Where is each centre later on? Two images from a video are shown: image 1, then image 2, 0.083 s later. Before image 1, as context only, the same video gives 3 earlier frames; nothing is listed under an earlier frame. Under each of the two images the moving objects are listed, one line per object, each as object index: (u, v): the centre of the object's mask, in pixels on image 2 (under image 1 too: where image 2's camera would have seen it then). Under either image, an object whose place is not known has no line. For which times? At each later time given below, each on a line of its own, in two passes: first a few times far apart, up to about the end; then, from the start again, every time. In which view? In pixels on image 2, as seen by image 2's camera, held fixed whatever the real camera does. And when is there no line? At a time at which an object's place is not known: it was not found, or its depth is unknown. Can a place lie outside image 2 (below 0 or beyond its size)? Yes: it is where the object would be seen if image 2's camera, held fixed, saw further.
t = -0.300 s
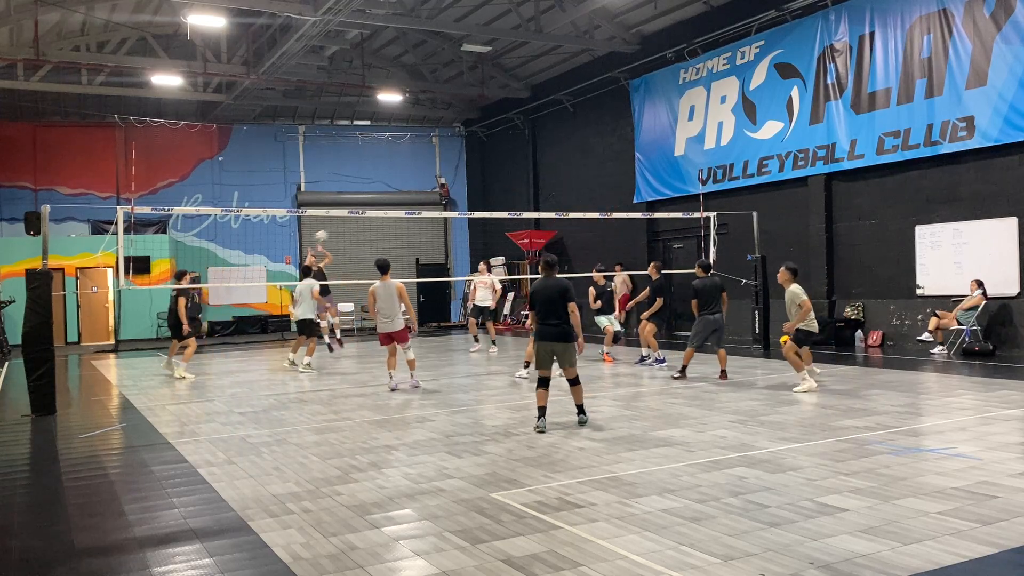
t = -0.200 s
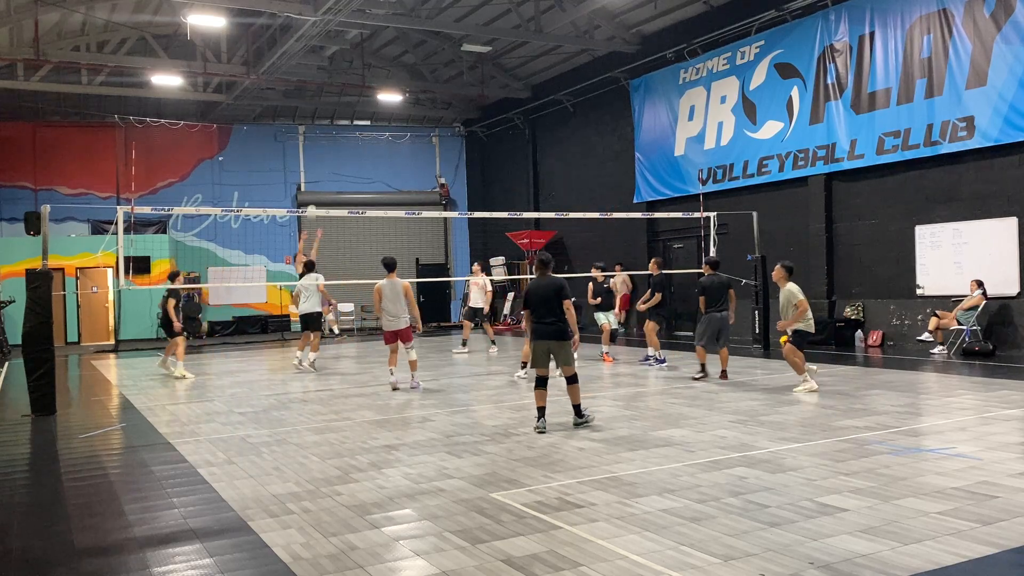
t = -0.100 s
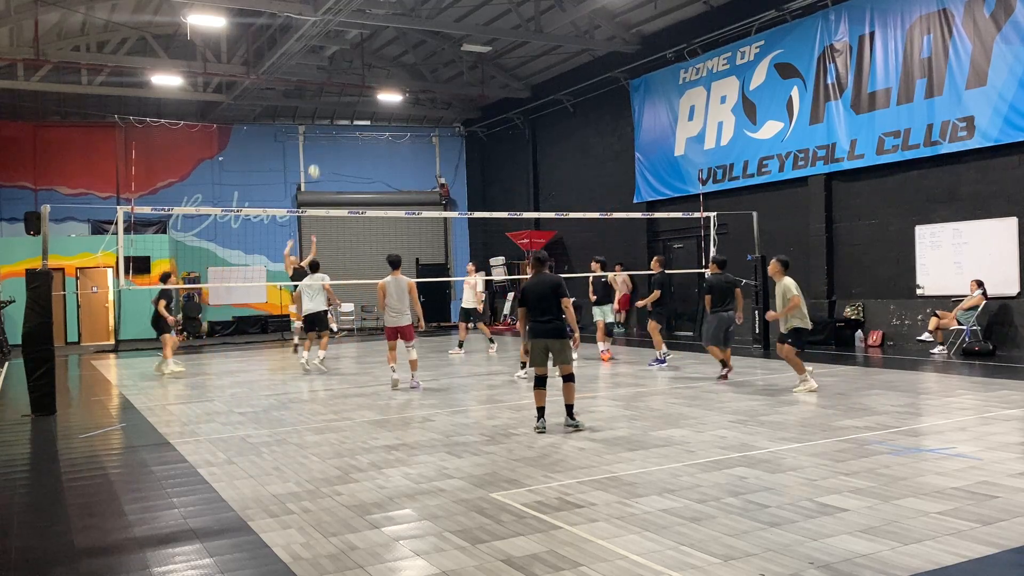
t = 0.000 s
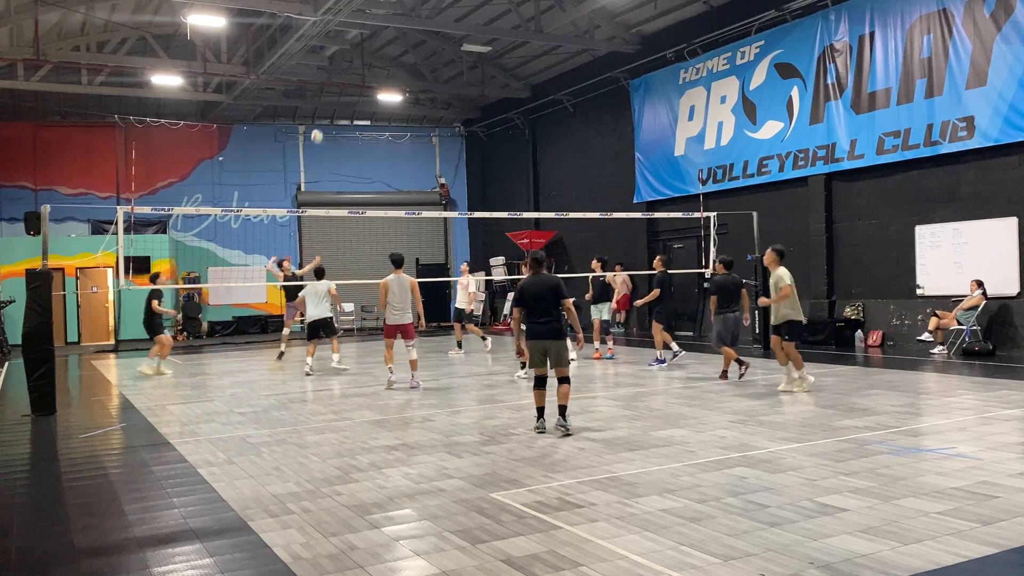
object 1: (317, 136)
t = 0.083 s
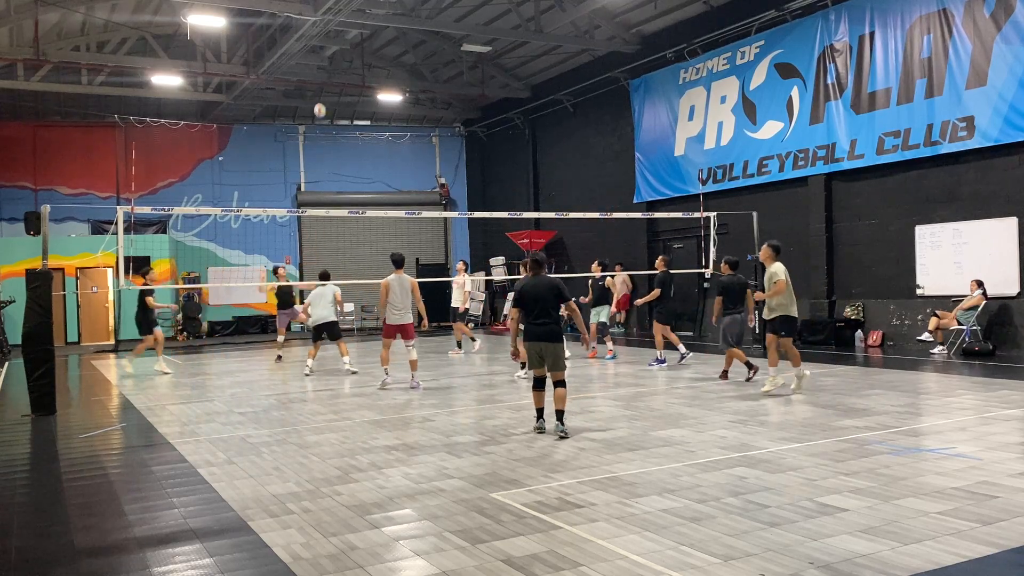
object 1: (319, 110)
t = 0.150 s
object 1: (322, 92)
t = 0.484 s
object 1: (336, 34)
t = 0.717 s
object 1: (349, 30)
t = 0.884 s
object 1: (358, 45)
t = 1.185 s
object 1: (380, 119)
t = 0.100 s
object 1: (320, 105)
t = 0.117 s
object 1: (321, 101)
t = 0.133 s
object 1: (321, 96)
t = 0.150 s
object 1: (322, 92)
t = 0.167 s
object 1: (323, 88)
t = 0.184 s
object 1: (323, 83)
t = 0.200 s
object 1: (324, 78)
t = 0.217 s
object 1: (324, 76)
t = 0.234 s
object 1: (325, 72)
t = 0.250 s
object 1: (326, 69)
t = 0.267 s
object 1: (327, 65)
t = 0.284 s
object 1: (327, 62)
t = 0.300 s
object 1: (328, 59)
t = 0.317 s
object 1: (329, 56)
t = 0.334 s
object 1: (329, 53)
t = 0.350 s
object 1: (330, 50)
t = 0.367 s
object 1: (331, 48)
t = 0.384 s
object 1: (332, 45)
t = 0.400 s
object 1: (332, 43)
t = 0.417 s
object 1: (333, 41)
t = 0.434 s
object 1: (334, 39)
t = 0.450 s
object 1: (334, 37)
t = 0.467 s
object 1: (335, 35)
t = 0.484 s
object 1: (336, 34)
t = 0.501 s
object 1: (337, 33)
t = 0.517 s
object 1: (338, 31)
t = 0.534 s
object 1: (339, 30)
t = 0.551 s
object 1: (339, 30)
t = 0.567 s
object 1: (340, 29)
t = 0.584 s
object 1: (341, 28)
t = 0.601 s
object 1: (342, 28)
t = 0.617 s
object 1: (343, 27)
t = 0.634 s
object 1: (344, 27)
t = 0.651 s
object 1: (345, 27)
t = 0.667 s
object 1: (345, 28)
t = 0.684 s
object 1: (346, 28)
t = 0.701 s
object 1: (348, 29)
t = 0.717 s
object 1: (349, 30)
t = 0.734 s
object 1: (350, 30)
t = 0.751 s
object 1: (350, 31)
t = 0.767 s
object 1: (351, 32)
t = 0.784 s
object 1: (352, 34)
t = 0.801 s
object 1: (353, 35)
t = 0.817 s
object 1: (354, 37)
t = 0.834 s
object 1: (355, 39)
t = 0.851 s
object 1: (356, 41)
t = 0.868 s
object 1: (357, 43)
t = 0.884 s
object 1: (358, 45)
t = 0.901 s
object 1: (360, 48)
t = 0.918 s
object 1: (361, 51)
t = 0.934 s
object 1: (362, 54)
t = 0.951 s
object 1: (363, 57)
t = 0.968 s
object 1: (364, 60)
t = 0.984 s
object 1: (365, 64)
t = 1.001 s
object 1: (366, 67)
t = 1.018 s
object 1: (368, 71)
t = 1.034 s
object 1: (369, 75)
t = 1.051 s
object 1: (370, 79)
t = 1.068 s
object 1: (371, 83)
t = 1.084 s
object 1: (372, 88)
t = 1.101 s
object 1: (373, 92)
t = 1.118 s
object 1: (374, 98)
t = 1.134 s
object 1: (376, 103)
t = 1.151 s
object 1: (378, 108)
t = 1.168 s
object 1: (379, 114)
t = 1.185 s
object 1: (380, 119)
